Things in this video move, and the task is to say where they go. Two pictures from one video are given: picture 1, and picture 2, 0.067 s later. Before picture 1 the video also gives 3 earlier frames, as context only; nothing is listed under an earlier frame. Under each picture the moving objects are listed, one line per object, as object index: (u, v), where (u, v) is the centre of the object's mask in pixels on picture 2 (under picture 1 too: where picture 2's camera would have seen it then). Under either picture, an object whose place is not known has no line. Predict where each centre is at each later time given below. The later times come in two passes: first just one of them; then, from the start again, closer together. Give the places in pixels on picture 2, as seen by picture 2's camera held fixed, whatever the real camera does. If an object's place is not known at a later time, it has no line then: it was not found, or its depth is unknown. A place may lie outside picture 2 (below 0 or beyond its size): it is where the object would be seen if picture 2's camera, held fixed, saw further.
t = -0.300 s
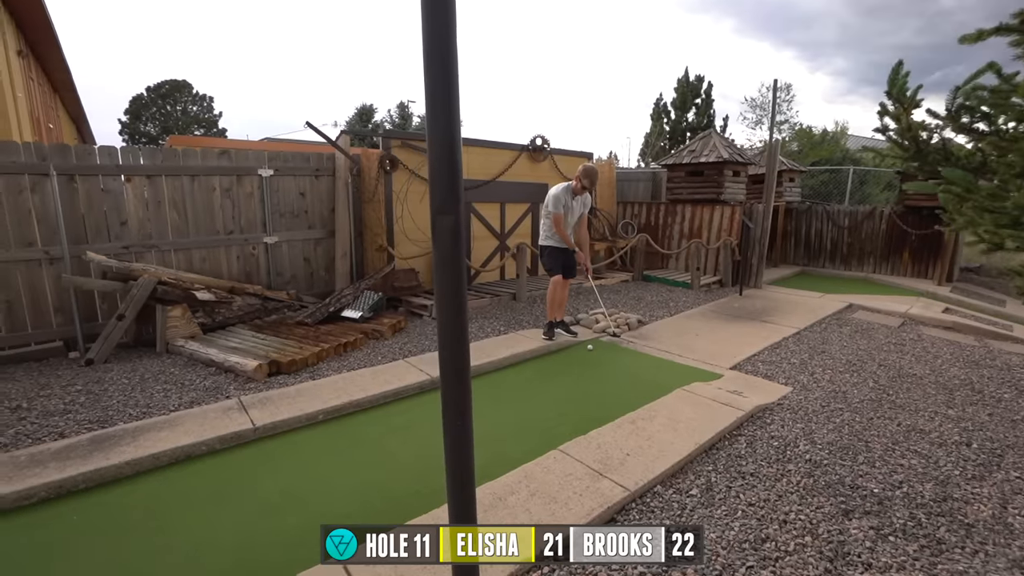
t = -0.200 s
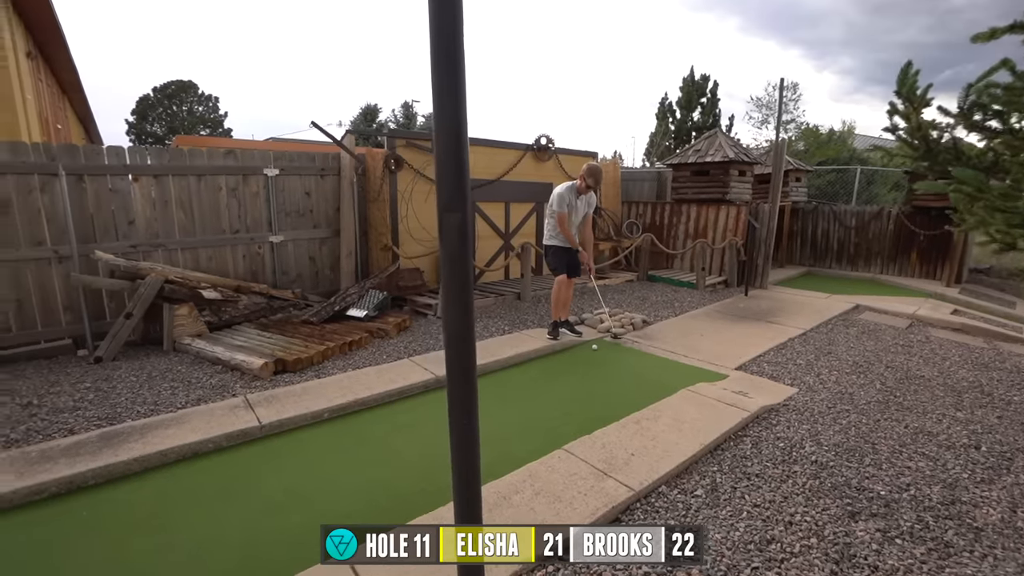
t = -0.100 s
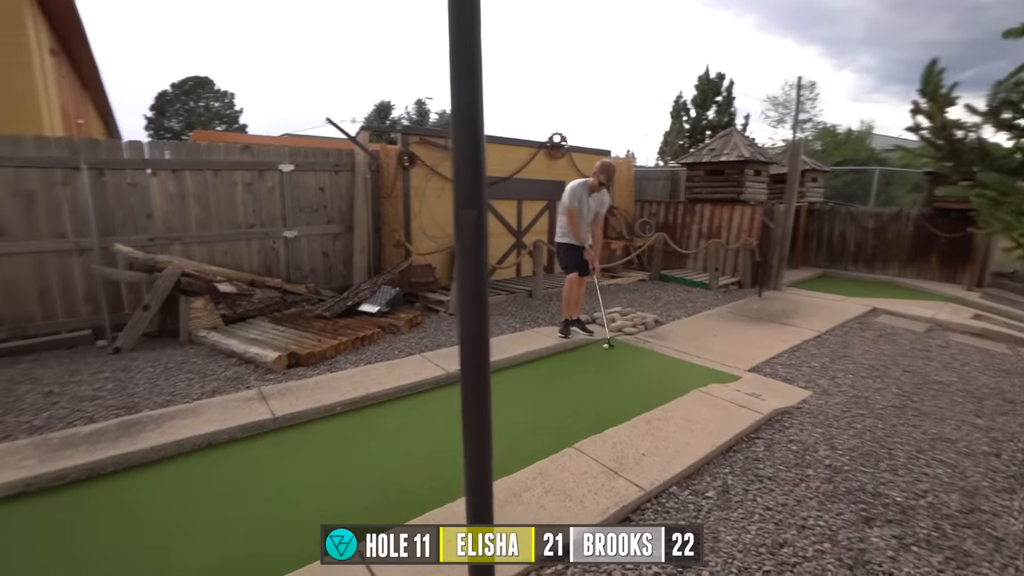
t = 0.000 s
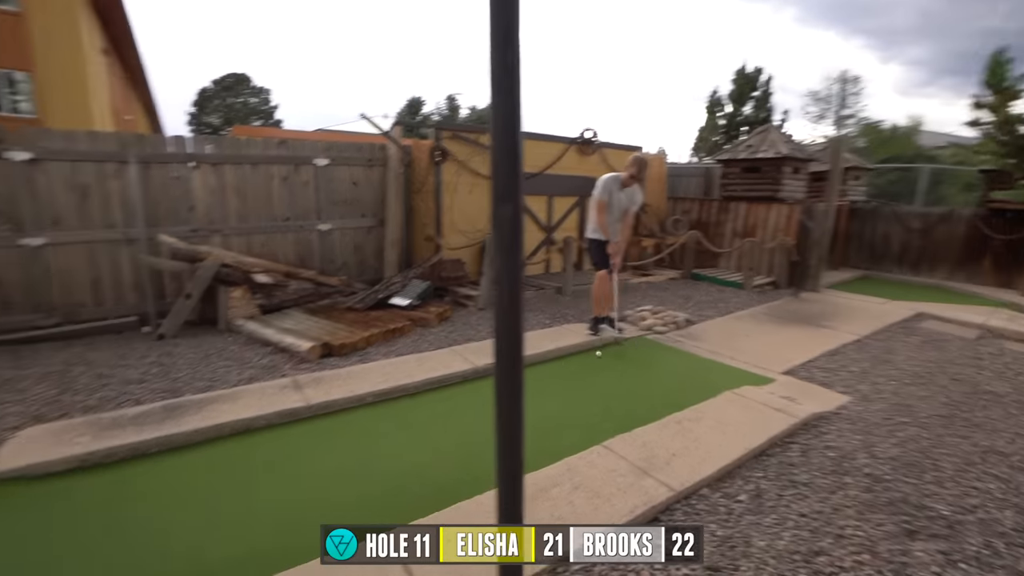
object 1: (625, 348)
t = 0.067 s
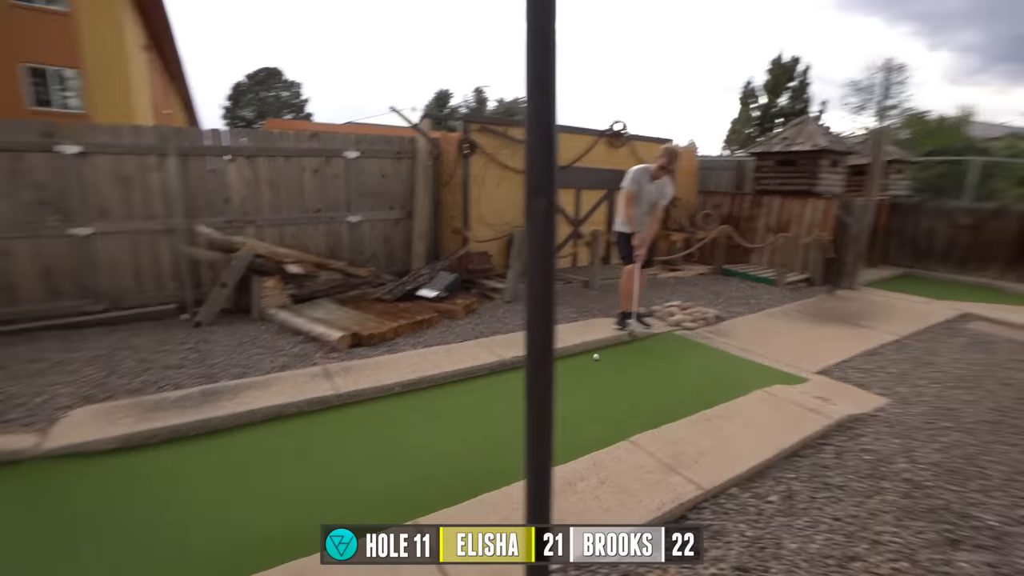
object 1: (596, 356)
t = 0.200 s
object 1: (534, 371)
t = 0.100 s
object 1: (581, 360)
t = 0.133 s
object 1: (565, 363)
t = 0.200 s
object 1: (534, 371)
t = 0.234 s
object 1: (518, 376)
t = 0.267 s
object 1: (502, 379)
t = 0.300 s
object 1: (487, 382)
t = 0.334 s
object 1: (470, 387)
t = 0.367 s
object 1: (453, 392)
